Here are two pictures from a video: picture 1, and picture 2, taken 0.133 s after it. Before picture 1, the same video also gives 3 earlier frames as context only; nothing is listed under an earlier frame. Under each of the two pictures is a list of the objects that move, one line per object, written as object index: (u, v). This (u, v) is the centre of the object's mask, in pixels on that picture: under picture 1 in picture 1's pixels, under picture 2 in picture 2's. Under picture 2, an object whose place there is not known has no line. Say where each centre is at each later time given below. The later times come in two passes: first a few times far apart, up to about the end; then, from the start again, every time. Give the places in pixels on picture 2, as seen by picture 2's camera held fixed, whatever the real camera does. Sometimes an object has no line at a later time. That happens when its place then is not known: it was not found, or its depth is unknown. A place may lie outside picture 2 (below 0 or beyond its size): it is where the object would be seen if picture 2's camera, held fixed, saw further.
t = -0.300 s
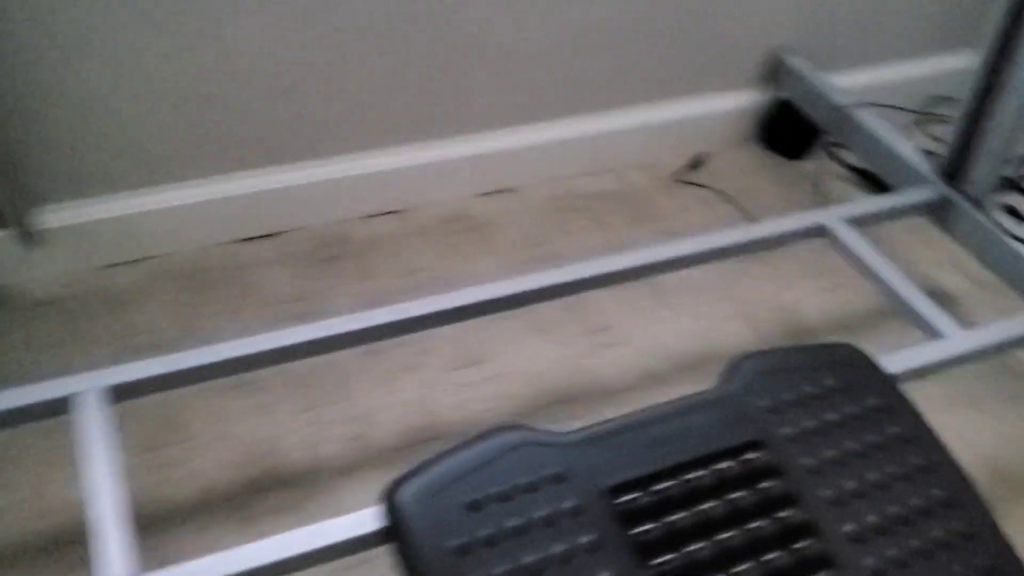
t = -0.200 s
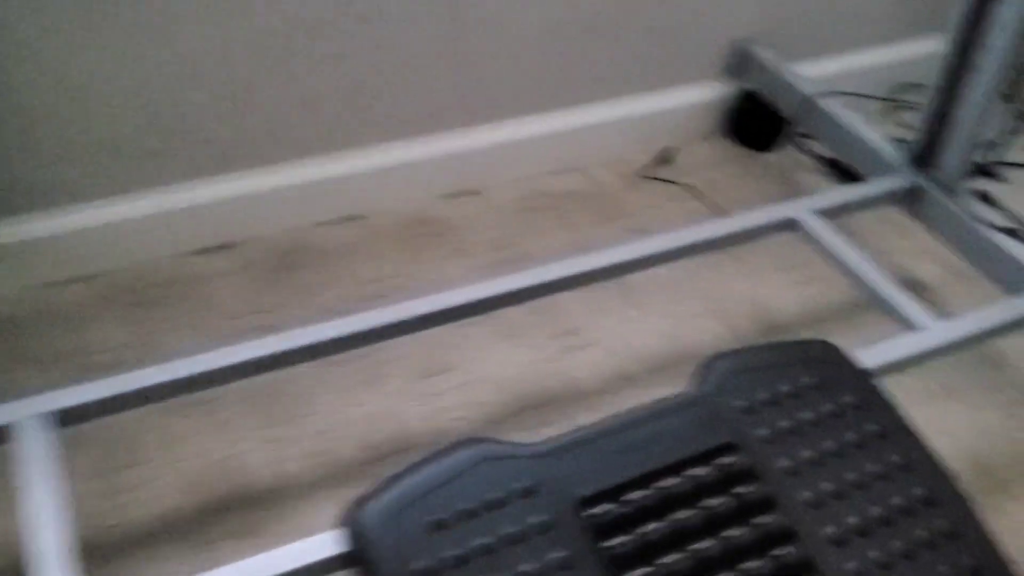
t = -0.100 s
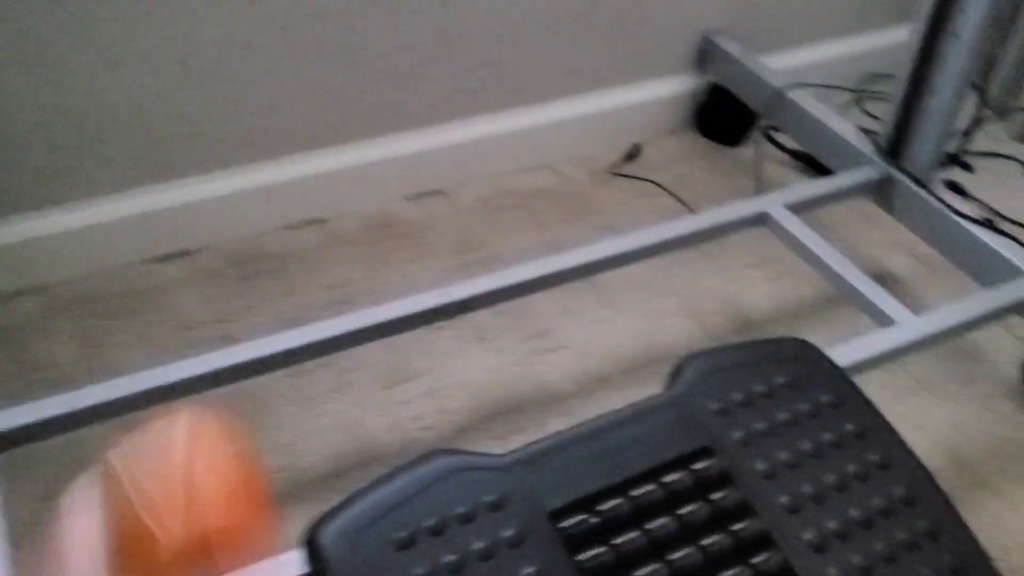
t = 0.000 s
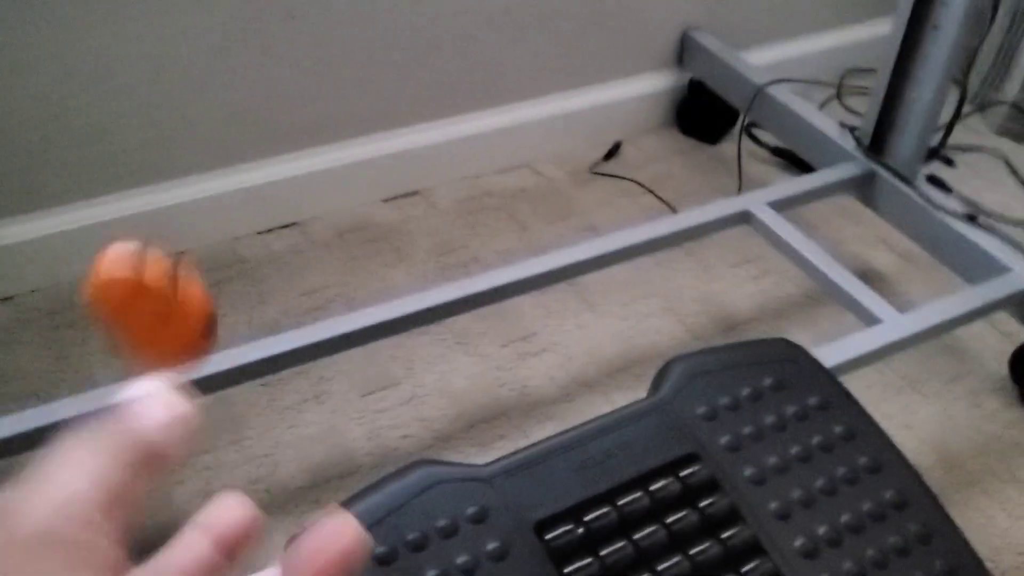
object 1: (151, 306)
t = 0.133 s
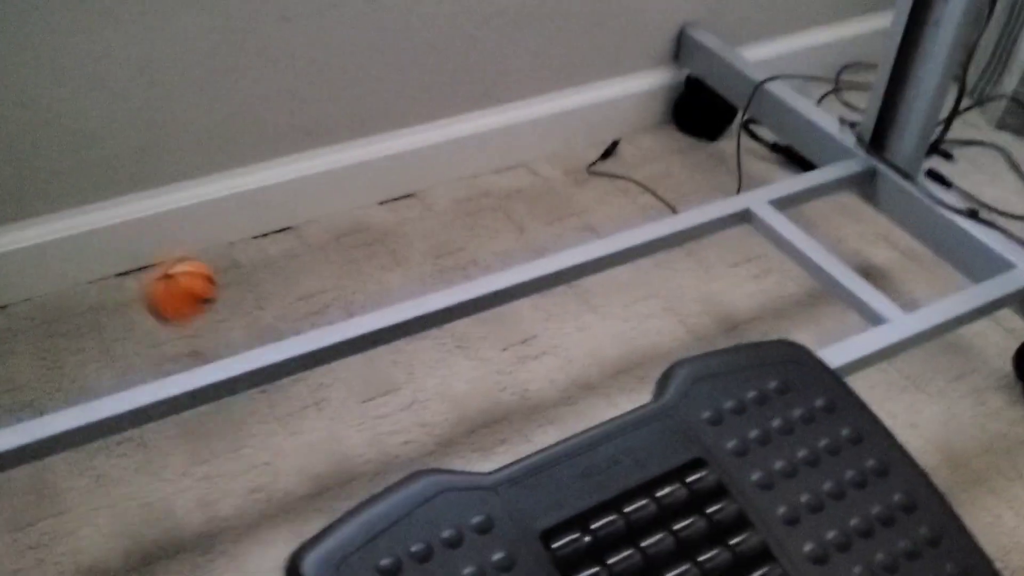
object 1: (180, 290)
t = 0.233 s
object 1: (218, 231)
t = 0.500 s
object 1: (376, 195)
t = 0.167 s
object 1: (191, 301)
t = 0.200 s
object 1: (206, 270)
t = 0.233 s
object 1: (218, 231)
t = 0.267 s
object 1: (236, 199)
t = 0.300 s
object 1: (252, 181)
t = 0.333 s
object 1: (273, 171)
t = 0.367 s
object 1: (292, 172)
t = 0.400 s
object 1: (314, 181)
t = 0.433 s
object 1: (337, 201)
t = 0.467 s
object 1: (357, 205)
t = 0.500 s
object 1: (376, 195)
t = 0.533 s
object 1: (389, 187)
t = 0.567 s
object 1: (403, 185)
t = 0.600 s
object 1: (416, 183)
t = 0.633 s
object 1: (430, 180)
